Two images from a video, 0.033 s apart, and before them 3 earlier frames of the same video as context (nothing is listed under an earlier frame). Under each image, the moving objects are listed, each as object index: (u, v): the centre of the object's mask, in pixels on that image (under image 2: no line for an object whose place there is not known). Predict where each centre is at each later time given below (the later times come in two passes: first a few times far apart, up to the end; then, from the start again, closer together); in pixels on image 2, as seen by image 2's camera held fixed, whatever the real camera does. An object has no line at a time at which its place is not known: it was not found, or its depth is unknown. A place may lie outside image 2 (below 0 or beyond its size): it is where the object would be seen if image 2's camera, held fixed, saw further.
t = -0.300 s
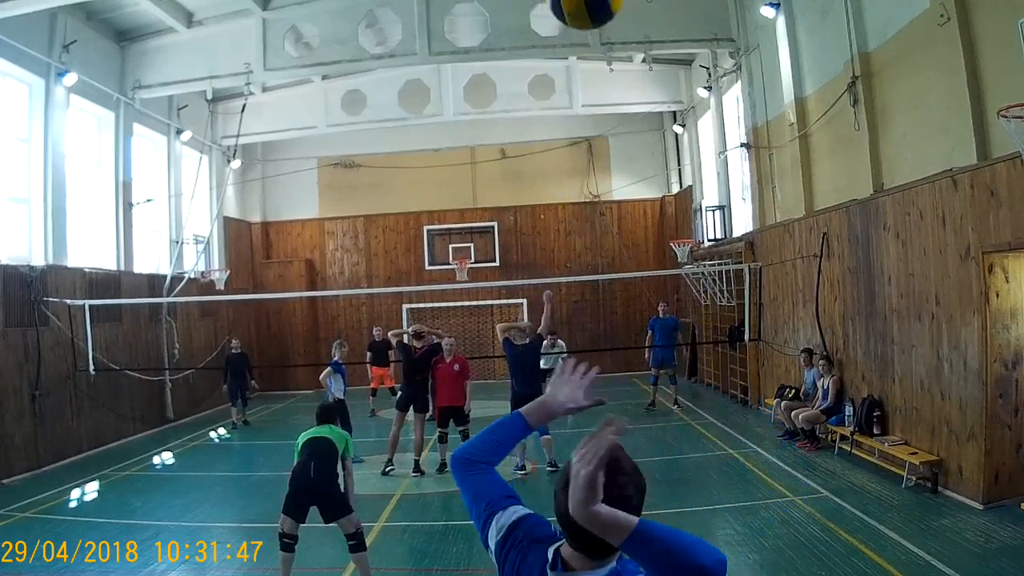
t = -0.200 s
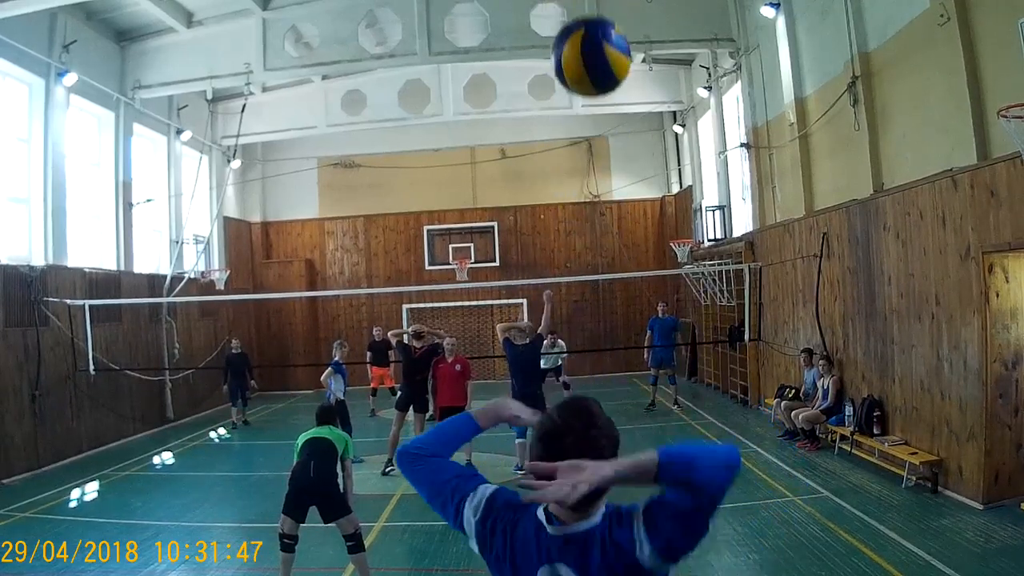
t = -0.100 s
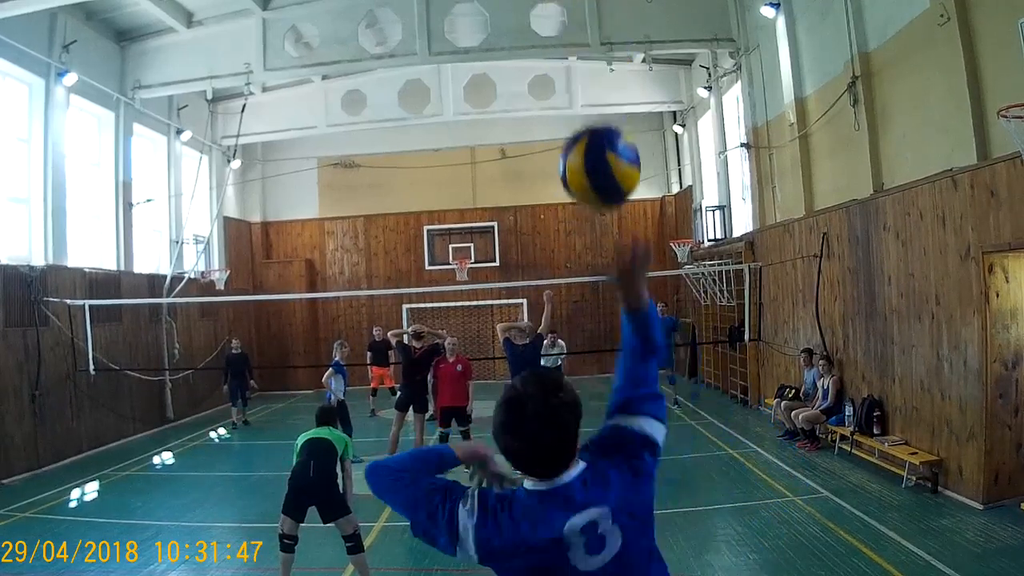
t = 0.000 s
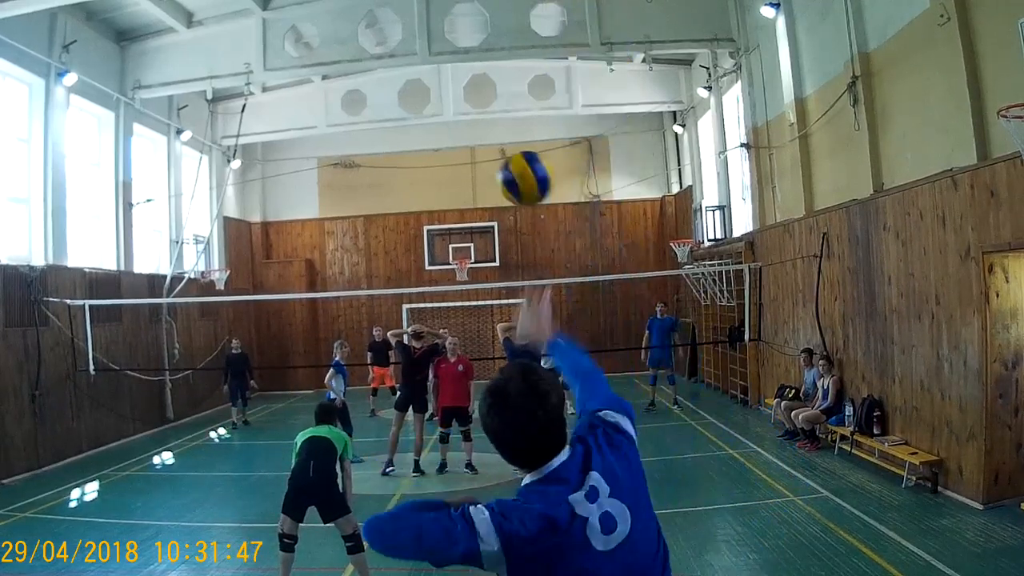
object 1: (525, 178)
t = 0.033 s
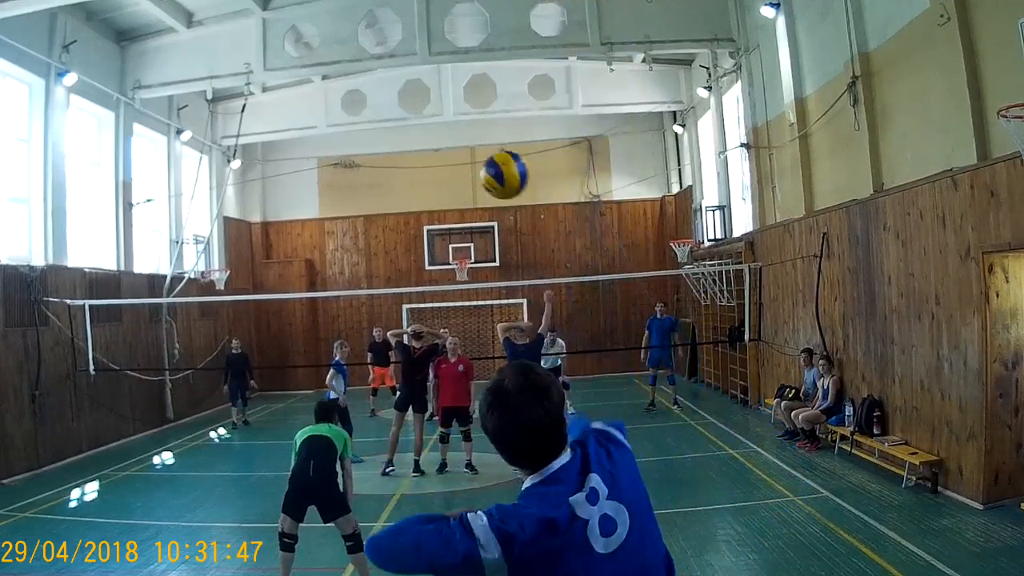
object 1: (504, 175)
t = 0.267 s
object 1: (442, 195)
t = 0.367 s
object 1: (432, 212)
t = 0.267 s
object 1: (442, 195)
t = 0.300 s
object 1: (439, 200)
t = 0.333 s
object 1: (436, 206)
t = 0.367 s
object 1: (432, 212)
